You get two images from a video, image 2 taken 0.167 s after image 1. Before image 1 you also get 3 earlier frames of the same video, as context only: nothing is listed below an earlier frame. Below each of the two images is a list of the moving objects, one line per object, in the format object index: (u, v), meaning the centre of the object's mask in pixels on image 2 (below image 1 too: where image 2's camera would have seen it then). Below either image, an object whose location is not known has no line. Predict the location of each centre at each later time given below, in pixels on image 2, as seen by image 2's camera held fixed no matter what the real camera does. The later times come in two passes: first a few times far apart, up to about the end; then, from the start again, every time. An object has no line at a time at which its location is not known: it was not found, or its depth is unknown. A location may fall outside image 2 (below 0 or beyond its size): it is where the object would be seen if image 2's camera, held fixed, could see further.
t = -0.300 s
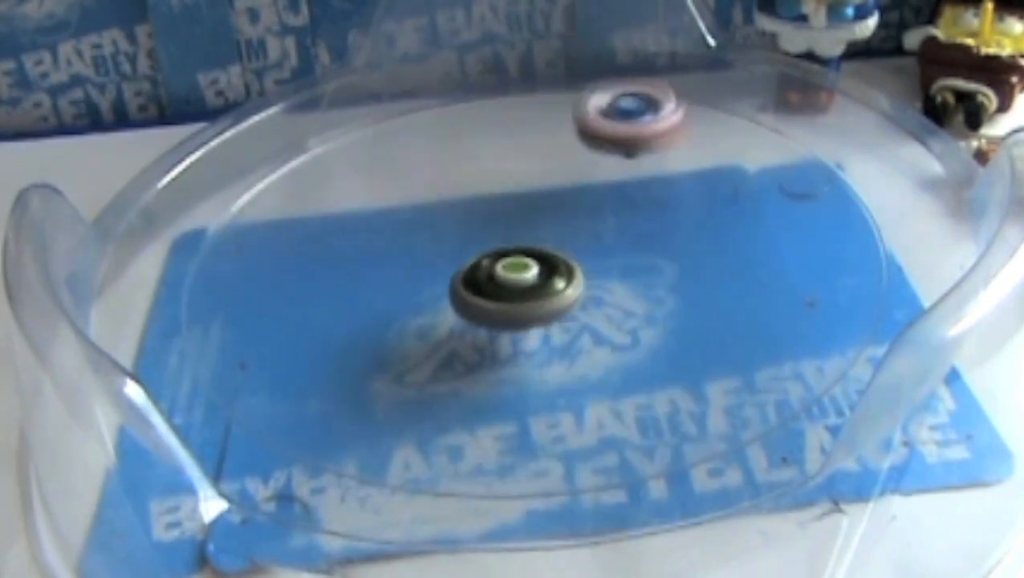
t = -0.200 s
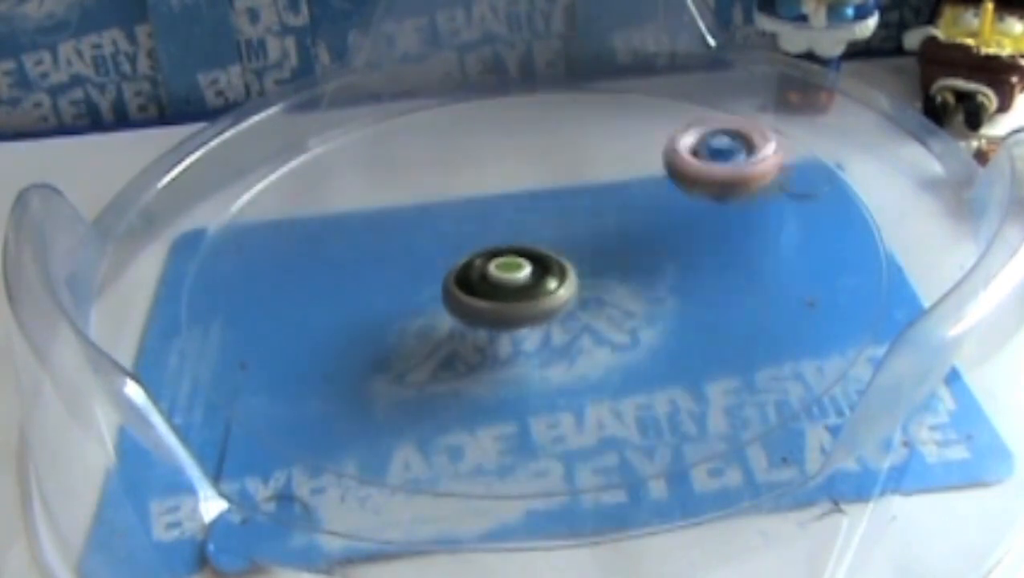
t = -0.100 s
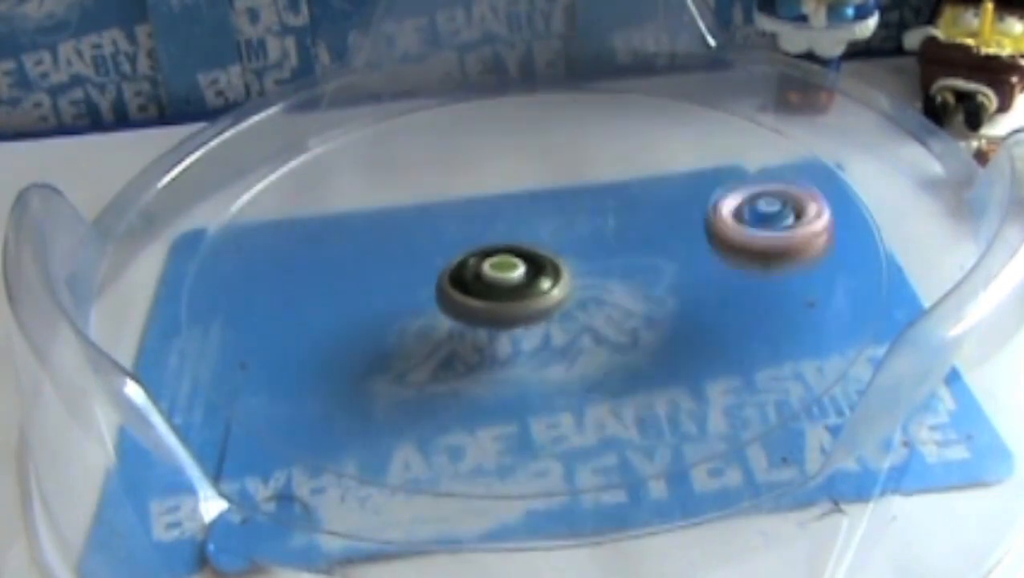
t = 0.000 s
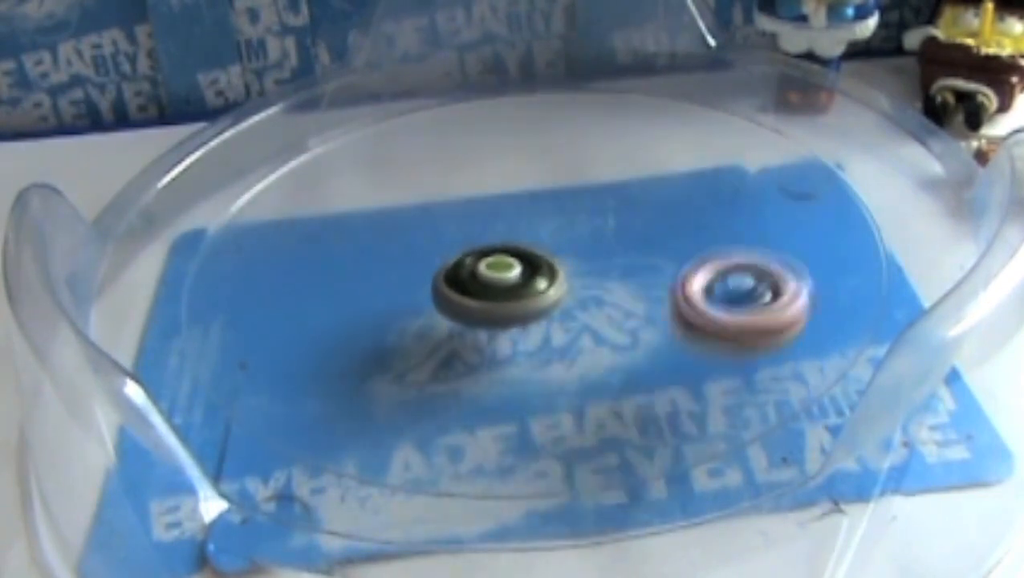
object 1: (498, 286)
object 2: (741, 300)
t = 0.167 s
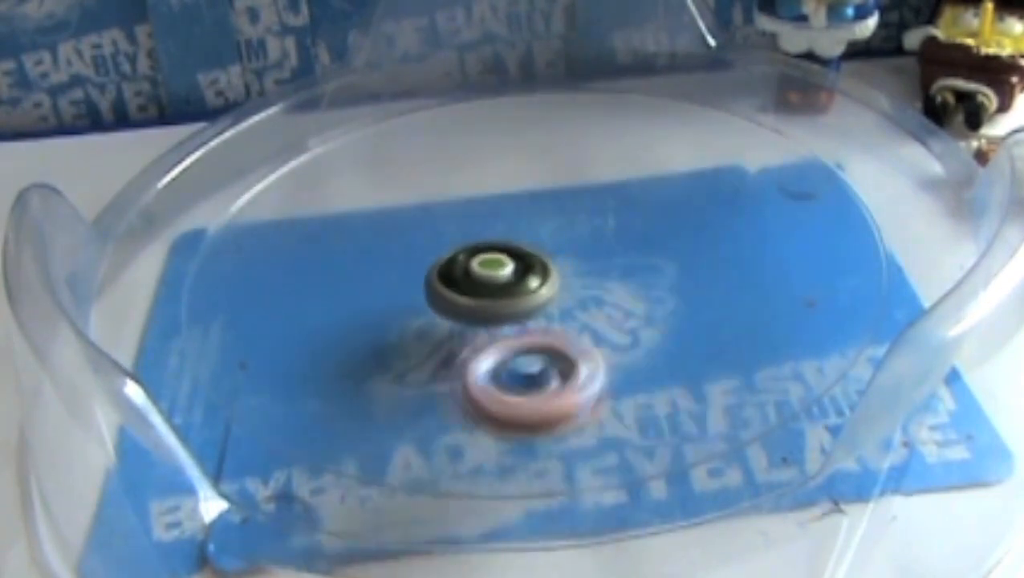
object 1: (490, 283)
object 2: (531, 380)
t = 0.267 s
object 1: (487, 281)
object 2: (381, 363)
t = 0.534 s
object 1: (477, 274)
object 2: (316, 193)
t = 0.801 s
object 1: (476, 264)
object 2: (578, 114)
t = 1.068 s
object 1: (481, 253)
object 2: (766, 236)
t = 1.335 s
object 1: (489, 243)
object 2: (508, 377)
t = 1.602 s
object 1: (503, 234)
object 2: (293, 246)
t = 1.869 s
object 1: (513, 229)
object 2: (484, 121)
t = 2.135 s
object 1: (530, 228)
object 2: (731, 180)
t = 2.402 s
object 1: (549, 231)
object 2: (628, 355)
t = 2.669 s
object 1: (566, 234)
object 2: (307, 305)
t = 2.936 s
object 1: (573, 241)
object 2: (400, 150)
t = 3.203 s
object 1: (574, 252)
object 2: (666, 148)
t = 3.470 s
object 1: (568, 264)
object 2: (712, 308)
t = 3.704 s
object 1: (561, 274)
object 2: (421, 365)
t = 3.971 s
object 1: (548, 281)
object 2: (321, 210)
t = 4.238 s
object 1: (531, 285)
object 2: (550, 125)
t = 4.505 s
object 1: (510, 285)
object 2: (744, 223)
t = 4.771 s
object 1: (492, 283)
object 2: (546, 369)
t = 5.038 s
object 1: (479, 277)
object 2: (303, 271)
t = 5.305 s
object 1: (474, 270)
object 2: (444, 142)
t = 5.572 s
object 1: (478, 259)
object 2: (689, 169)
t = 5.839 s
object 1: (485, 248)
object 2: (669, 329)
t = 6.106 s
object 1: (496, 238)
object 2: (361, 335)
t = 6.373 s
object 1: (508, 227)
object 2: (360, 186)
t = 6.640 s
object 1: (520, 228)
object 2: (595, 134)
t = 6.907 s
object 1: (538, 234)
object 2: (728, 253)
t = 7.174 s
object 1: (553, 238)
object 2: (491, 358)
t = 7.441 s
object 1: (565, 245)
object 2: (325, 246)
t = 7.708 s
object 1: (567, 253)
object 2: (489, 144)
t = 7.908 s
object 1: (565, 261)
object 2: (663, 166)
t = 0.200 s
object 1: (489, 282)
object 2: (476, 382)
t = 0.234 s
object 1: (487, 282)
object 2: (423, 374)
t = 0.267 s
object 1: (487, 281)
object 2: (381, 363)
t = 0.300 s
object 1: (485, 279)
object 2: (344, 350)
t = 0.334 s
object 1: (483, 279)
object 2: (315, 329)
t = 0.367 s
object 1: (483, 278)
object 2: (295, 306)
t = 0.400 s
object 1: (481, 277)
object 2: (284, 281)
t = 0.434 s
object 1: (480, 276)
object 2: (282, 259)
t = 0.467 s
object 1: (479, 275)
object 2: (287, 235)
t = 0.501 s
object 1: (478, 275)
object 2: (299, 214)
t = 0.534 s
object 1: (477, 274)
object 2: (316, 193)
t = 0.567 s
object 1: (477, 273)
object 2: (340, 174)
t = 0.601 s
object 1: (476, 272)
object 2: (367, 158)
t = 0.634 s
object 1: (476, 271)
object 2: (399, 144)
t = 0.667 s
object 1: (476, 270)
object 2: (432, 131)
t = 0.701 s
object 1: (476, 268)
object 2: (470, 123)
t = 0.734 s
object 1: (476, 267)
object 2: (505, 116)
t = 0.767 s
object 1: (476, 265)
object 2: (541, 114)
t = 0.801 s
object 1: (476, 264)
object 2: (578, 114)
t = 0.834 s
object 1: (477, 262)
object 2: (615, 118)
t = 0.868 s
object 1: (477, 261)
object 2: (649, 127)
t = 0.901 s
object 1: (477, 259)
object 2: (682, 138)
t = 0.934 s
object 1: (478, 258)
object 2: (709, 151)
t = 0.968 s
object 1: (478, 256)
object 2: (734, 170)
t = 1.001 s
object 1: (479, 255)
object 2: (752, 189)
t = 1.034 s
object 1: (480, 254)
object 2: (764, 212)
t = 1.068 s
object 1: (481, 253)
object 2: (766, 236)
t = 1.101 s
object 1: (482, 252)
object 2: (762, 260)
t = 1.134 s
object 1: (483, 250)
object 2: (747, 286)
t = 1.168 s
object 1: (483, 249)
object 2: (726, 309)
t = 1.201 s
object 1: (484, 248)
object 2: (694, 331)
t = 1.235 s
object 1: (486, 247)
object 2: (657, 348)
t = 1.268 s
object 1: (486, 246)
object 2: (612, 364)
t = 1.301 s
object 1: (488, 244)
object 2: (560, 374)
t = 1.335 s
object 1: (489, 243)
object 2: (508, 377)
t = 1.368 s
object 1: (491, 241)
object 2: (456, 375)
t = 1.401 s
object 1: (493, 240)
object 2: (411, 364)
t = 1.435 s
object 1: (495, 239)
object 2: (372, 352)
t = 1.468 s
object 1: (496, 238)
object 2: (339, 335)
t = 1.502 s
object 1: (499, 237)
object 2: (314, 315)
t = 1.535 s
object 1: (500, 236)
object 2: (298, 291)
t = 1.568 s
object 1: (501, 235)
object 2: (292, 269)
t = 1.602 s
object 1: (503, 234)
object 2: (293, 246)
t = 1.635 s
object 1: (505, 233)
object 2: (300, 224)
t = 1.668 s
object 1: (505, 232)
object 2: (313, 202)
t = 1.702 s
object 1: (506, 231)
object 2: (331, 181)
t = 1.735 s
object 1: (507, 231)
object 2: (355, 166)
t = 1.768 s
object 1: (508, 231)
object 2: (385, 151)
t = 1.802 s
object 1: (509, 231)
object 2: (416, 138)
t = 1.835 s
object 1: (512, 230)
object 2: (450, 128)
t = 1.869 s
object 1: (513, 229)
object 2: (484, 121)
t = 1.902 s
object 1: (515, 228)
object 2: (519, 116)
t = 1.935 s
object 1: (518, 228)
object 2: (555, 116)
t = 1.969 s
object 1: (520, 227)
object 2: (589, 118)
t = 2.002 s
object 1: (521, 227)
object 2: (623, 124)
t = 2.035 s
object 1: (525, 227)
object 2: (656, 133)
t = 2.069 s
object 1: (527, 227)
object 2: (686, 145)
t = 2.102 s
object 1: (528, 228)
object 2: (711, 163)
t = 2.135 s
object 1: (530, 228)
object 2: (731, 180)
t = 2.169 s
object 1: (534, 228)
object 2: (746, 201)
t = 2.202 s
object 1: (535, 228)
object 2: (752, 224)
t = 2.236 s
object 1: (538, 229)
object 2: (752, 247)
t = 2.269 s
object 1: (540, 229)
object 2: (743, 271)
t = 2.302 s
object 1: (541, 229)
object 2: (726, 295)
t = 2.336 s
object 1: (544, 230)
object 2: (701, 318)
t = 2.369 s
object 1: (547, 230)
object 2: (668, 337)
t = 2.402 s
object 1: (549, 231)
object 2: (628, 355)
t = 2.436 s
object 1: (551, 231)
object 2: (581, 368)
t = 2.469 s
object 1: (554, 232)
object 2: (532, 371)
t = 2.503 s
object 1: (556, 232)
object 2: (481, 373)
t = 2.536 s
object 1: (559, 233)
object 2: (438, 367)
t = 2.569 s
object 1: (561, 233)
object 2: (391, 357)
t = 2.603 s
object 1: (563, 233)
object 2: (355, 344)
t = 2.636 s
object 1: (564, 234)
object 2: (327, 325)
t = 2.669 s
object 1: (566, 234)
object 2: (307, 305)
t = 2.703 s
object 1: (568, 235)
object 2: (296, 282)
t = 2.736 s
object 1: (568, 236)
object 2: (293, 259)
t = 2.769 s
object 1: (569, 236)
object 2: (297, 237)
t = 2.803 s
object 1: (570, 237)
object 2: (306, 215)
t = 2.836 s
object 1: (571, 238)
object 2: (323, 196)
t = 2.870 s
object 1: (570, 239)
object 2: (343, 177)
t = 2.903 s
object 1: (571, 241)
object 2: (369, 165)
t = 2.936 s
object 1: (573, 241)
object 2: (400, 150)
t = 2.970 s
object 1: (573, 242)
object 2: (430, 138)
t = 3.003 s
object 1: (573, 244)
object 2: (464, 132)
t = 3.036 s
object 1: (573, 245)
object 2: (498, 125)
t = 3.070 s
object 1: (574, 246)
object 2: (536, 124)
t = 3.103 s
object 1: (574, 248)
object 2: (569, 124)
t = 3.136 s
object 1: (573, 250)
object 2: (603, 129)
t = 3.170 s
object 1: (574, 251)
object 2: (634, 134)
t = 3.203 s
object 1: (574, 252)
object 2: (666, 148)
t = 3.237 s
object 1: (573, 253)
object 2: (693, 160)
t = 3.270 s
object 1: (573, 255)
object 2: (715, 176)
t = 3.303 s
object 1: (573, 256)
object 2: (733, 195)
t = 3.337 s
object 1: (571, 258)
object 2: (745, 216)
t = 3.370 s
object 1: (571, 260)
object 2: (748, 237)
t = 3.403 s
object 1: (572, 261)
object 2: (745, 261)
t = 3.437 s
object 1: (570, 262)
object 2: (733, 285)
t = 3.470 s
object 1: (568, 264)
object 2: (712, 308)
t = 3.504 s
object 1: (568, 266)
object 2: (684, 330)
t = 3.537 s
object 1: (568, 267)
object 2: (648, 347)
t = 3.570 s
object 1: (566, 268)
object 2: (604, 359)
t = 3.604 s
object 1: (565, 270)
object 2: (557, 369)
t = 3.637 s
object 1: (564, 272)
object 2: (507, 372)
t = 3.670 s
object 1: (563, 273)
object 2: (465, 370)
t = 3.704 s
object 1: (561, 274)
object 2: (421, 365)
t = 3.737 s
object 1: (560, 275)
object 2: (380, 352)
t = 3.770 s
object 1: (559, 277)
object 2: (349, 336)
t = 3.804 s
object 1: (557, 277)
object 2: (324, 315)
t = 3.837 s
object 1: (555, 278)
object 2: (309, 294)
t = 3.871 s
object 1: (553, 279)
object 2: (302, 274)
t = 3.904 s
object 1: (552, 280)
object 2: (302, 251)
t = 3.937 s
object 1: (550, 281)
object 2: (309, 230)
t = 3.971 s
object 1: (548, 281)
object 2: (321, 210)
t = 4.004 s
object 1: (546, 282)
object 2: (338, 190)
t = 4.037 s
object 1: (543, 282)
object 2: (359, 173)
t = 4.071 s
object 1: (542, 284)
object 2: (386, 158)
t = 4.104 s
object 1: (539, 284)
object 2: (417, 147)
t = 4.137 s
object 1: (537, 284)
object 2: (448, 137)
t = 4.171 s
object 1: (535, 284)
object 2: (482, 131)
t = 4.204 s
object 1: (533, 285)
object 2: (516, 125)
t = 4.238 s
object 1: (531, 285)
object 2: (550, 125)
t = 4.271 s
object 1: (529, 285)
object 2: (583, 126)
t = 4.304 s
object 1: (526, 285)
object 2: (615, 132)
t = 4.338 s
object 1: (524, 285)
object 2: (646, 139)
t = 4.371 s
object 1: (522, 285)
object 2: (676, 152)
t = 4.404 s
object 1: (519, 285)
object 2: (700, 166)
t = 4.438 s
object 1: (516, 285)
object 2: (720, 182)
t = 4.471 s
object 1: (513, 285)
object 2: (736, 201)
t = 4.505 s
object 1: (510, 285)
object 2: (744, 223)
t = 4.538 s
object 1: (506, 284)
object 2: (745, 245)
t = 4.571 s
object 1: (504, 285)
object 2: (738, 266)
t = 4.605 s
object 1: (502, 285)
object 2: (723, 289)
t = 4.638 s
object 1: (500, 284)
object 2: (702, 311)
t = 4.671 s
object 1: (498, 284)
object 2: (672, 330)
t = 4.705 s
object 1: (495, 284)
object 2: (634, 349)
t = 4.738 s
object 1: (493, 284)
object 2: (593, 361)
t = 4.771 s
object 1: (492, 283)
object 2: (546, 369)
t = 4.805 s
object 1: (490, 280)
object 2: (502, 369)
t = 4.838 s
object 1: (489, 279)
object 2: (453, 364)
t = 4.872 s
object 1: (488, 280)
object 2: (414, 358)
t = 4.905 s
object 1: (486, 281)
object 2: (378, 348)
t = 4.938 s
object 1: (485, 280)
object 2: (348, 333)
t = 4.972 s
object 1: (483, 279)
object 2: (325, 314)
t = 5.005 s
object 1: (481, 278)
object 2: (310, 292)
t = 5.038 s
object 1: (479, 277)
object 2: (303, 271)
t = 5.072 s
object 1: (479, 277)
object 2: (304, 250)
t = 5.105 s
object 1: (478, 275)
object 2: (310, 230)
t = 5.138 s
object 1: (477, 275)
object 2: (321, 210)
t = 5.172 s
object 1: (475, 274)
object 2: (337, 191)
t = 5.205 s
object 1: (474, 273)
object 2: (358, 174)
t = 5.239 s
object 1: (474, 273)
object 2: (384, 163)
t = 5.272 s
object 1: (474, 271)
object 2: (413, 150)
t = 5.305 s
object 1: (474, 270)
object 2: (444, 142)
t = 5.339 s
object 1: (474, 269)
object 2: (476, 136)
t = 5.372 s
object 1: (474, 268)
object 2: (509, 131)
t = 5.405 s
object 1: (474, 266)
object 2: (542, 129)
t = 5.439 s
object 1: (475, 265)
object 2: (577, 131)
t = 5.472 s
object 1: (475, 263)
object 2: (607, 136)
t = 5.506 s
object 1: (475, 261)
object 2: (637, 146)
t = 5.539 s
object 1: (476, 260)
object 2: (665, 156)
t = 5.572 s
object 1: (478, 259)
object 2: (689, 169)
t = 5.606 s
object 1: (478, 257)
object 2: (709, 185)
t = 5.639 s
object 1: (479, 256)
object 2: (724, 203)
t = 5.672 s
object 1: (480, 254)
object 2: (732, 224)
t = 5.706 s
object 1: (481, 253)
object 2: (734, 245)
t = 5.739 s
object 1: (483, 252)
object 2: (728, 267)
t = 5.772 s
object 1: (483, 251)
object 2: (716, 288)
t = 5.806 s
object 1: (484, 249)
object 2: (696, 309)
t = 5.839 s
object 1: (485, 248)
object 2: (669, 329)
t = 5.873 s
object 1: (486, 247)
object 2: (636, 344)
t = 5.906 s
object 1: (488, 246)
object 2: (596, 357)
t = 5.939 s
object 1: (489, 245)
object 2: (555, 365)
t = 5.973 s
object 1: (490, 243)
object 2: (508, 369)
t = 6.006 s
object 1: (492, 242)
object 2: (464, 366)
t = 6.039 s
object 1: (493, 241)
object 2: (427, 358)
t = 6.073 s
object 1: (494, 239)
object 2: (391, 349)
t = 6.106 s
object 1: (496, 238)
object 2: (361, 335)
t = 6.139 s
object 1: (498, 237)
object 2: (338, 318)
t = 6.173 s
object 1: (499, 236)
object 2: (323, 299)
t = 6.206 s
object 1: (501, 234)
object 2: (315, 279)
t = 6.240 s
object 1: (502, 233)
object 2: (314, 258)
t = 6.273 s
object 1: (503, 232)
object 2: (318, 239)
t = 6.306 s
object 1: (505, 230)
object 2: (327, 220)
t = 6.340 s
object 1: (507, 228)
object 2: (340, 203)
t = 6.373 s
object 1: (508, 227)
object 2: (360, 186)
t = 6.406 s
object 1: (509, 227)
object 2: (382, 171)
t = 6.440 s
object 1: (510, 227)
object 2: (409, 159)
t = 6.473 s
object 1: (512, 227)
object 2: (437, 148)
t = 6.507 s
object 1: (514, 227)
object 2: (468, 140)
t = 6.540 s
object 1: (516, 227)
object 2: (498, 134)
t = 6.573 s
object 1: (517, 227)
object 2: (531, 131)
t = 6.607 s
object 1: (518, 227)
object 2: (564, 133)
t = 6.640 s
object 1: (520, 228)
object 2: (595, 134)
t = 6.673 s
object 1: (522, 228)
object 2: (623, 142)
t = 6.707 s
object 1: (523, 229)
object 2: (653, 151)
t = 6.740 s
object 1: (526, 230)
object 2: (679, 163)
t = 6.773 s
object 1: (528, 231)
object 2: (698, 177)
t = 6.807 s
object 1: (530, 231)
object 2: (716, 194)
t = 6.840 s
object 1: (532, 232)
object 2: (725, 213)
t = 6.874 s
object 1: (535, 233)
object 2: (730, 232)
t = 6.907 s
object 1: (538, 234)
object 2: (728, 253)
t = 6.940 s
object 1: (541, 234)
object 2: (719, 274)
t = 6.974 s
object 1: (543, 234)
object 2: (702, 294)
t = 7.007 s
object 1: (545, 235)
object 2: (679, 314)
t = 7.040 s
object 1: (547, 235)
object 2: (650, 330)
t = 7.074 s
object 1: (549, 236)
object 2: (616, 344)
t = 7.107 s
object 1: (550, 236)
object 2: (575, 355)
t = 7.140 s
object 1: (552, 237)
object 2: (531, 360)
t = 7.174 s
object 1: (553, 238)
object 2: (491, 358)
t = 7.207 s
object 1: (556, 238)
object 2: (450, 355)
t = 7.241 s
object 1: (557, 239)
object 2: (414, 348)
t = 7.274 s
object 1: (559, 240)
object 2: (383, 337)
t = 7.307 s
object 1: (560, 242)
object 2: (359, 321)
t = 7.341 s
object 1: (561, 243)
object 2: (340, 304)
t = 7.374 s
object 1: (562, 243)
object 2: (328, 284)
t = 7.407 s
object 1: (564, 244)
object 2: (323, 263)
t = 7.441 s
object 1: (565, 245)
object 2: (325, 246)
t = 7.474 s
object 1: (565, 245)
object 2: (332, 227)
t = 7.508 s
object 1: (566, 245)
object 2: (344, 209)
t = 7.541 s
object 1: (565, 246)
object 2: (359, 193)
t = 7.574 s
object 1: (566, 248)
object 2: (379, 178)
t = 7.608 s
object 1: (566, 250)
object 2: (402, 166)
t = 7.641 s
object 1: (567, 250)
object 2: (430, 155)
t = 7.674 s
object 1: (567, 252)
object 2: (459, 149)
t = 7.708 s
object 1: (567, 253)
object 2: (489, 144)
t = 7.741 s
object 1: (568, 254)
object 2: (521, 139)
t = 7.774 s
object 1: (567, 256)
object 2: (552, 139)
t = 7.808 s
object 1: (567, 257)
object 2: (582, 141)
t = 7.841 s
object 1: (566, 258)
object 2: (611, 145)
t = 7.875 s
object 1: (566, 259)
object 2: (639, 154)
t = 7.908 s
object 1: (565, 261)
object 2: (663, 166)
